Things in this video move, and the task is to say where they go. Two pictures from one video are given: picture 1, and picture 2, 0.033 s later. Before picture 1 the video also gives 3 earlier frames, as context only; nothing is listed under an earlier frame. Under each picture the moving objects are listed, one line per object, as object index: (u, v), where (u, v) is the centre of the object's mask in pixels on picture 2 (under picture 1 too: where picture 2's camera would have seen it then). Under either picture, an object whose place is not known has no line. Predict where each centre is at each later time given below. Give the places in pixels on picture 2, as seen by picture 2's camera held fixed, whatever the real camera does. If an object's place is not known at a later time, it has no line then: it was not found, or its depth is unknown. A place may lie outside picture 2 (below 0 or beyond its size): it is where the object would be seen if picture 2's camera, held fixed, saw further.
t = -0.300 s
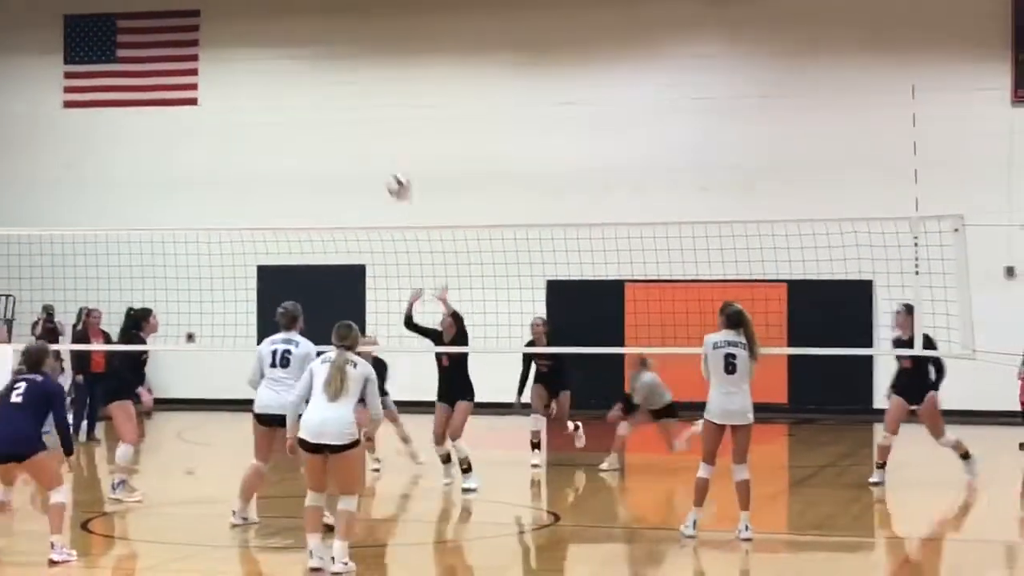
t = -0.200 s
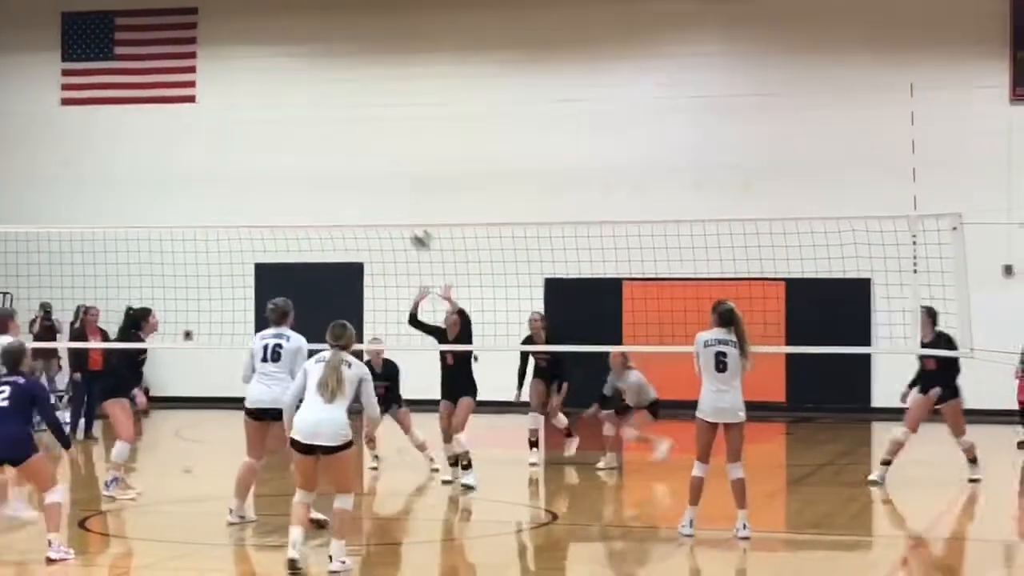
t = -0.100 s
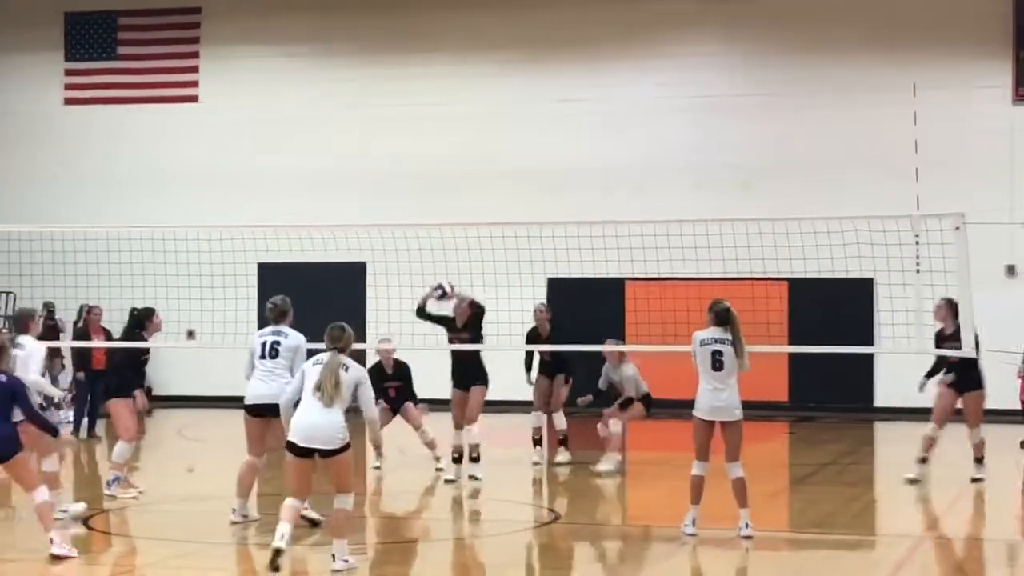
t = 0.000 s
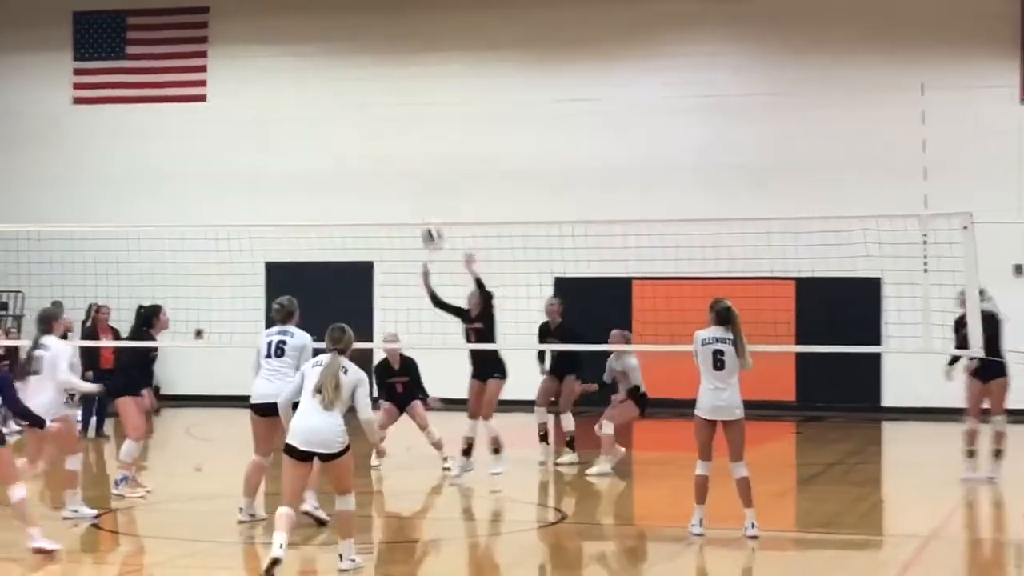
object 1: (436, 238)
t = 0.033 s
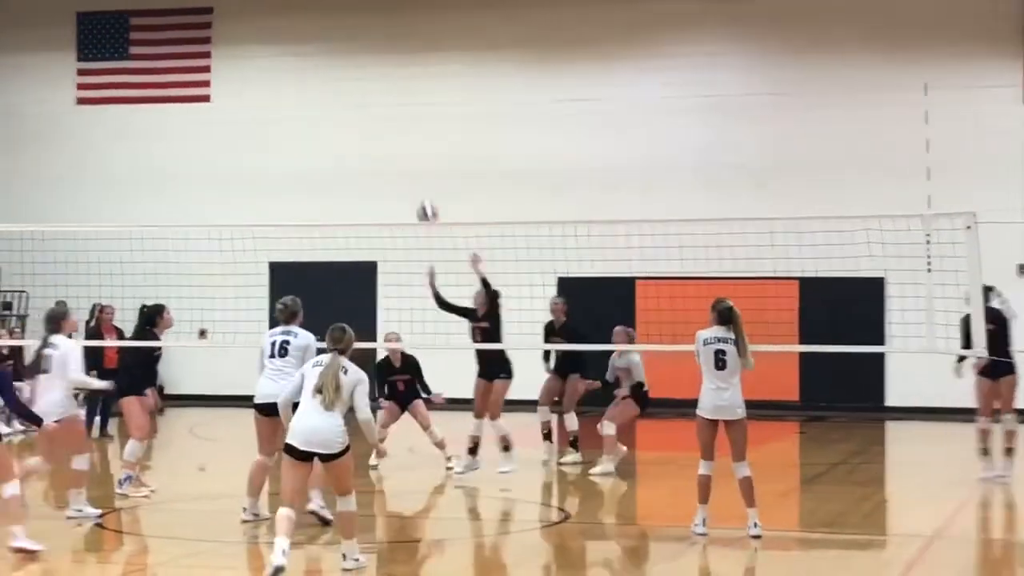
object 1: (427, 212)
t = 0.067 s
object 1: (418, 194)
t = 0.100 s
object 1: (411, 177)
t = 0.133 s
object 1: (402, 160)
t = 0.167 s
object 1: (395, 144)
